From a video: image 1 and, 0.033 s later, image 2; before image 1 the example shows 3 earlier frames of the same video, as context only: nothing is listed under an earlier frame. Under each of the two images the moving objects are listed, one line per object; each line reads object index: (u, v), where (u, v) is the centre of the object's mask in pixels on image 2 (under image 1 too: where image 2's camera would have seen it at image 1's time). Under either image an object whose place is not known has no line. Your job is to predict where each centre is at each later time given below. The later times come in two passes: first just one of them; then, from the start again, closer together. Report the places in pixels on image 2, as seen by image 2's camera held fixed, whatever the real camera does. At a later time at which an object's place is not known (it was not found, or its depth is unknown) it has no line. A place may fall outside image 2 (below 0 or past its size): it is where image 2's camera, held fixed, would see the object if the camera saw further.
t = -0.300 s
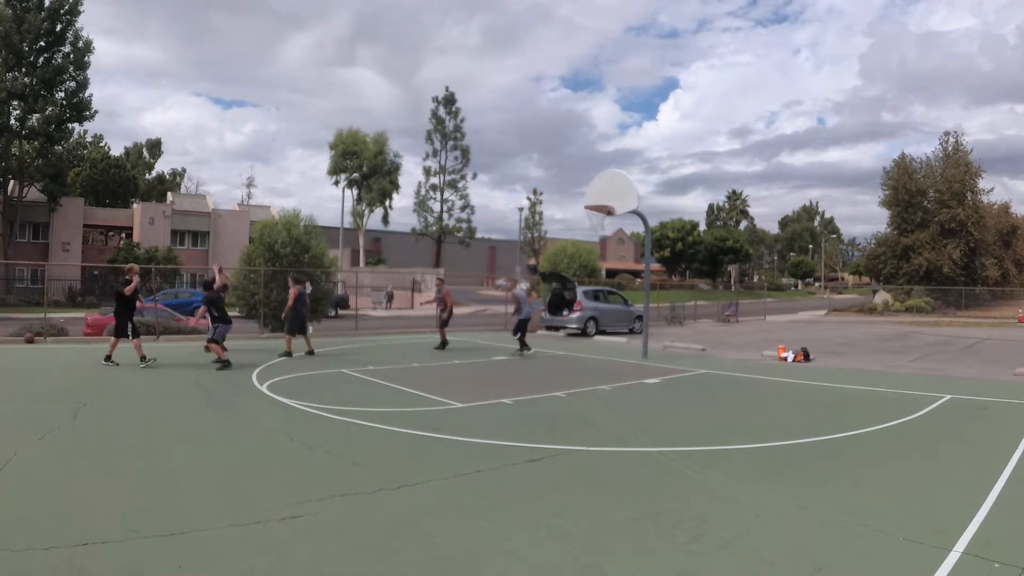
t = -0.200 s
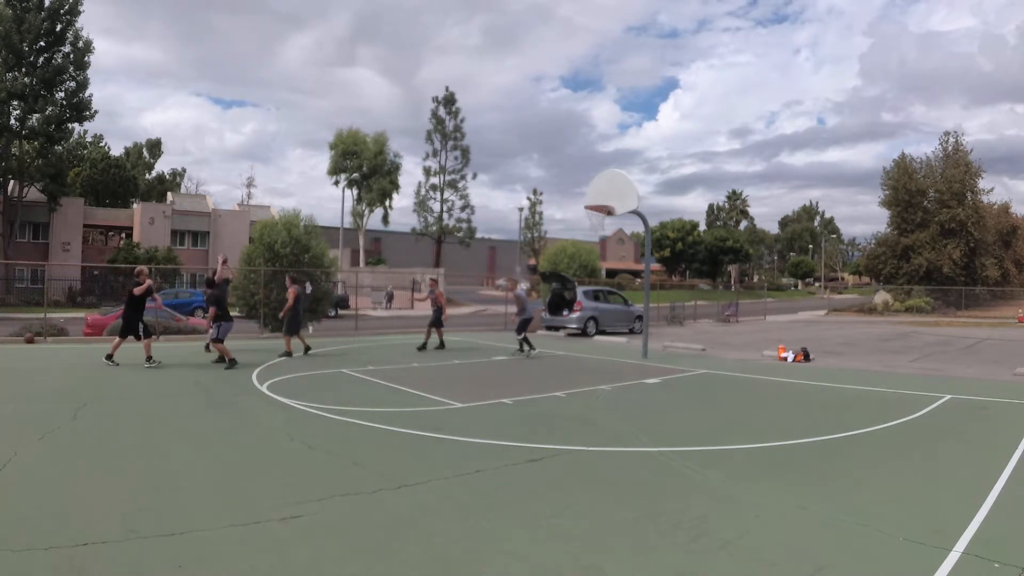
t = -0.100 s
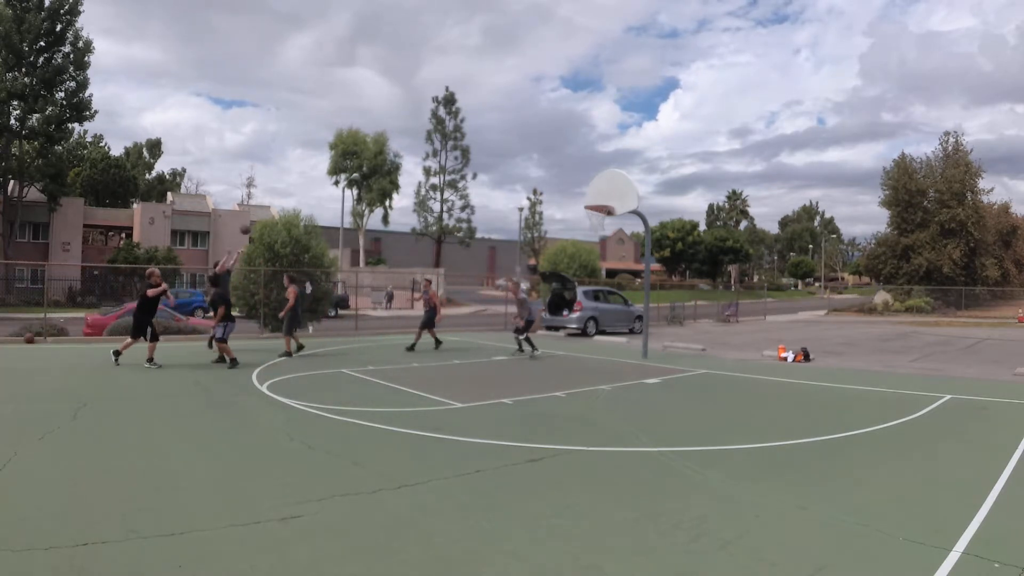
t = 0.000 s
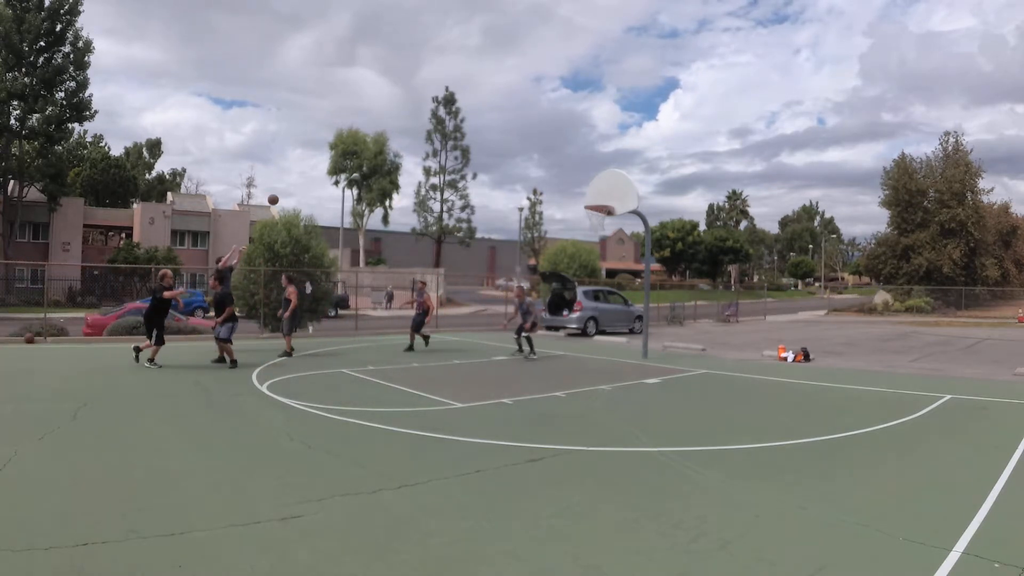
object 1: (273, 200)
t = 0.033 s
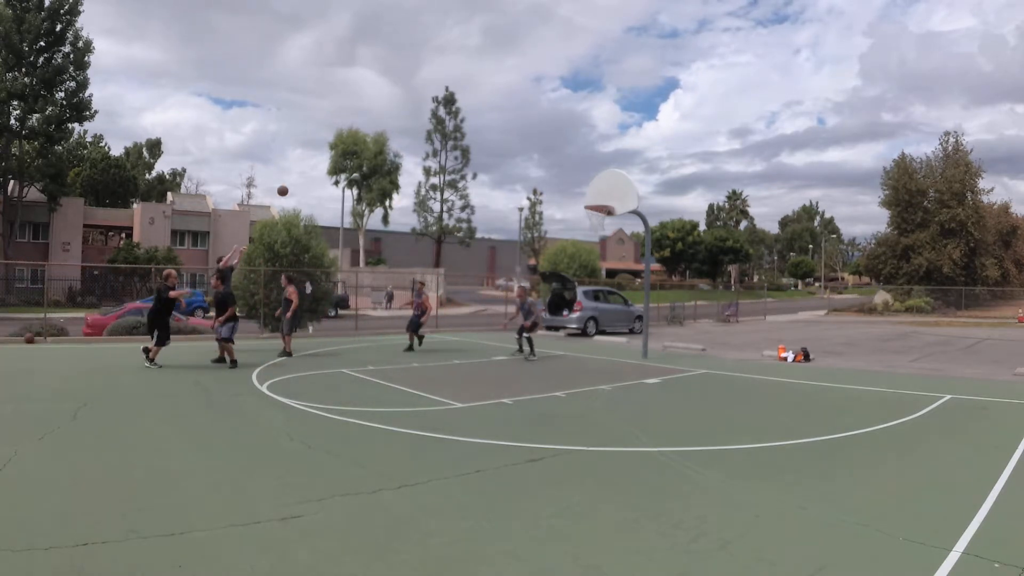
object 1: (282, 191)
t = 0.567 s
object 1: (441, 117)
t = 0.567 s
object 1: (441, 117)
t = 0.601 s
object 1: (451, 117)
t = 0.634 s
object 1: (461, 118)
